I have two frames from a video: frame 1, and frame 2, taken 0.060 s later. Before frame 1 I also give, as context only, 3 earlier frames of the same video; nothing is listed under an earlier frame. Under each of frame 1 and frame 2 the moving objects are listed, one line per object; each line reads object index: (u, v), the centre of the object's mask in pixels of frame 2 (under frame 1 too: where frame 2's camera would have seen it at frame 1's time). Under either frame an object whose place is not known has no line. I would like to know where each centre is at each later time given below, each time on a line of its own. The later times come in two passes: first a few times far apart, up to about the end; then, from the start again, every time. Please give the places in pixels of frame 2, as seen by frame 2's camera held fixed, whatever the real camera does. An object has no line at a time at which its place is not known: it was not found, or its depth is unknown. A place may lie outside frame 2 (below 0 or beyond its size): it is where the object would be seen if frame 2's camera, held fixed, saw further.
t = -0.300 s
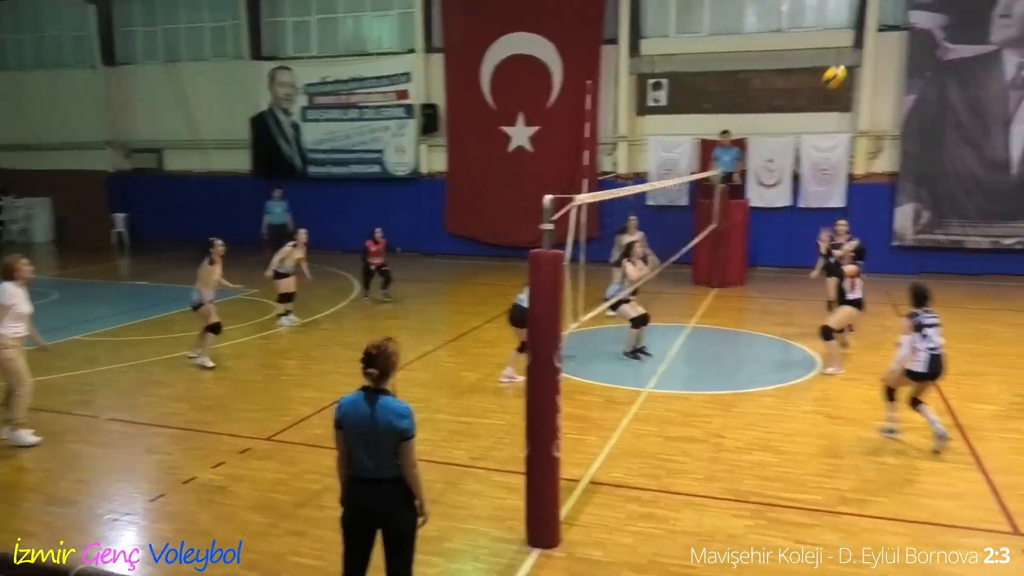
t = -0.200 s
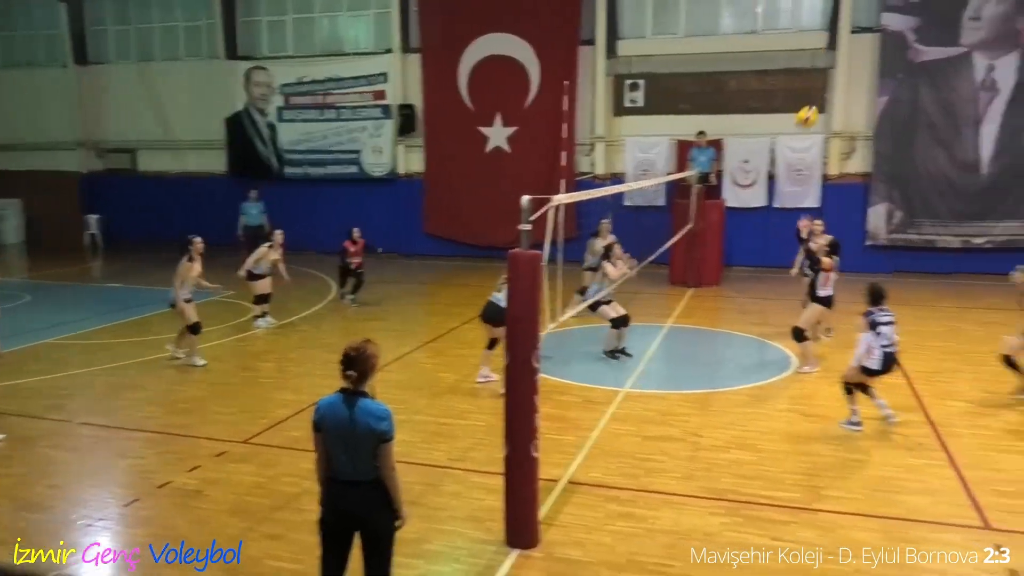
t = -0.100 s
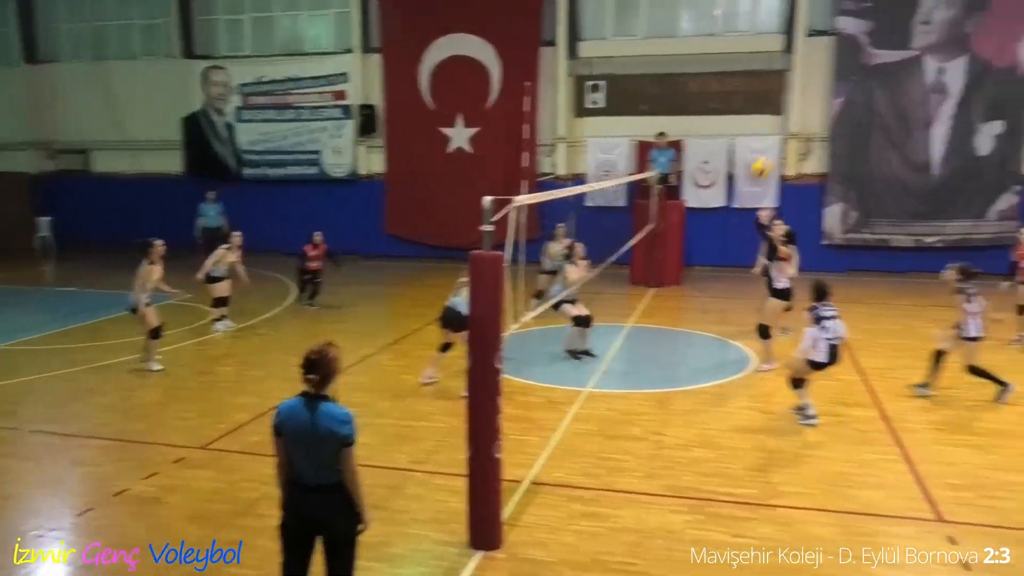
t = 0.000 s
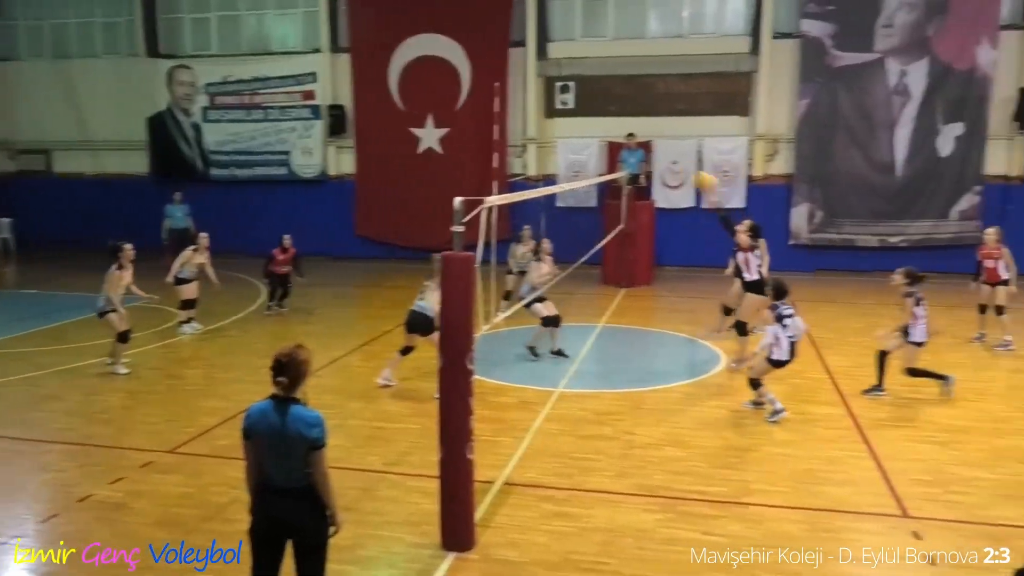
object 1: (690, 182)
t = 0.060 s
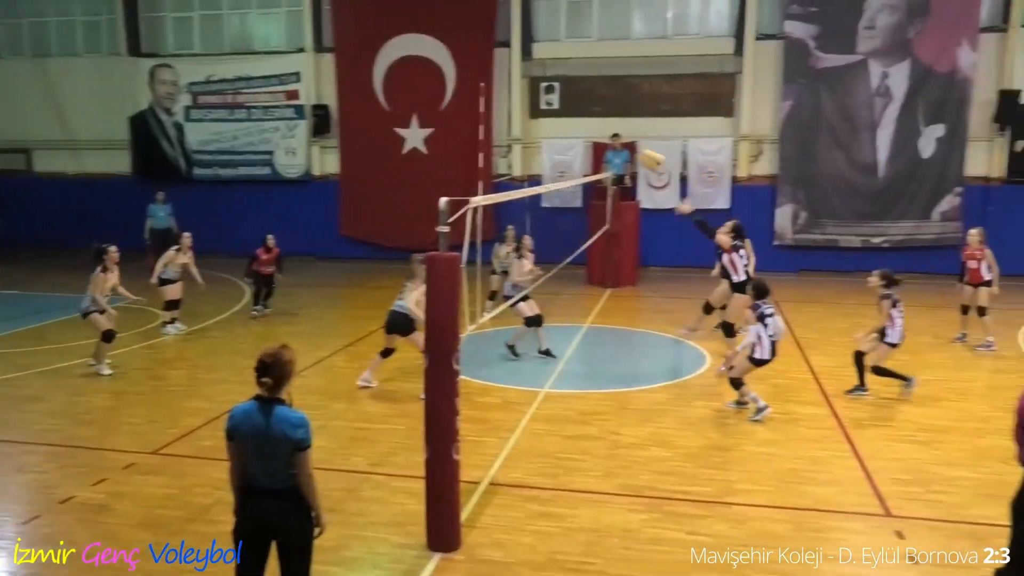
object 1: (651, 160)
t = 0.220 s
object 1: (549, 113)
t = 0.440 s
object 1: (409, 94)
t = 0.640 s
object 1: (288, 113)
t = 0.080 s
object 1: (638, 152)
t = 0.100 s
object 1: (626, 146)
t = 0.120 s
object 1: (615, 141)
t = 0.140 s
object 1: (602, 135)
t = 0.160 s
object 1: (588, 129)
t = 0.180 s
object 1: (575, 124)
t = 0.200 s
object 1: (562, 119)
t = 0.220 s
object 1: (549, 113)
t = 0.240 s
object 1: (536, 110)
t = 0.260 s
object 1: (524, 109)
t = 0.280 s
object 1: (510, 106)
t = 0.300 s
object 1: (497, 102)
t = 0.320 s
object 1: (484, 101)
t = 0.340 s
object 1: (471, 98)
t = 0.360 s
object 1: (461, 97)
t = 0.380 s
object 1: (446, 95)
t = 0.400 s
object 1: (433, 94)
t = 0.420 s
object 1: (421, 94)
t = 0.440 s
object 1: (409, 94)
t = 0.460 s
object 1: (397, 94)
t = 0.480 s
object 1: (385, 95)
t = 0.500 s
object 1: (372, 96)
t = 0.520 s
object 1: (359, 97)
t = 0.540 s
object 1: (348, 99)
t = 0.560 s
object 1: (337, 100)
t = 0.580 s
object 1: (324, 103)
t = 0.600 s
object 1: (313, 107)
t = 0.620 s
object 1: (301, 110)
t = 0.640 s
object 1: (288, 113)
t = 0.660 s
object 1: (276, 118)
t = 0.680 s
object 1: (264, 121)
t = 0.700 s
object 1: (251, 126)
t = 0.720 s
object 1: (240, 131)
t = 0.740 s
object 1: (227, 136)
